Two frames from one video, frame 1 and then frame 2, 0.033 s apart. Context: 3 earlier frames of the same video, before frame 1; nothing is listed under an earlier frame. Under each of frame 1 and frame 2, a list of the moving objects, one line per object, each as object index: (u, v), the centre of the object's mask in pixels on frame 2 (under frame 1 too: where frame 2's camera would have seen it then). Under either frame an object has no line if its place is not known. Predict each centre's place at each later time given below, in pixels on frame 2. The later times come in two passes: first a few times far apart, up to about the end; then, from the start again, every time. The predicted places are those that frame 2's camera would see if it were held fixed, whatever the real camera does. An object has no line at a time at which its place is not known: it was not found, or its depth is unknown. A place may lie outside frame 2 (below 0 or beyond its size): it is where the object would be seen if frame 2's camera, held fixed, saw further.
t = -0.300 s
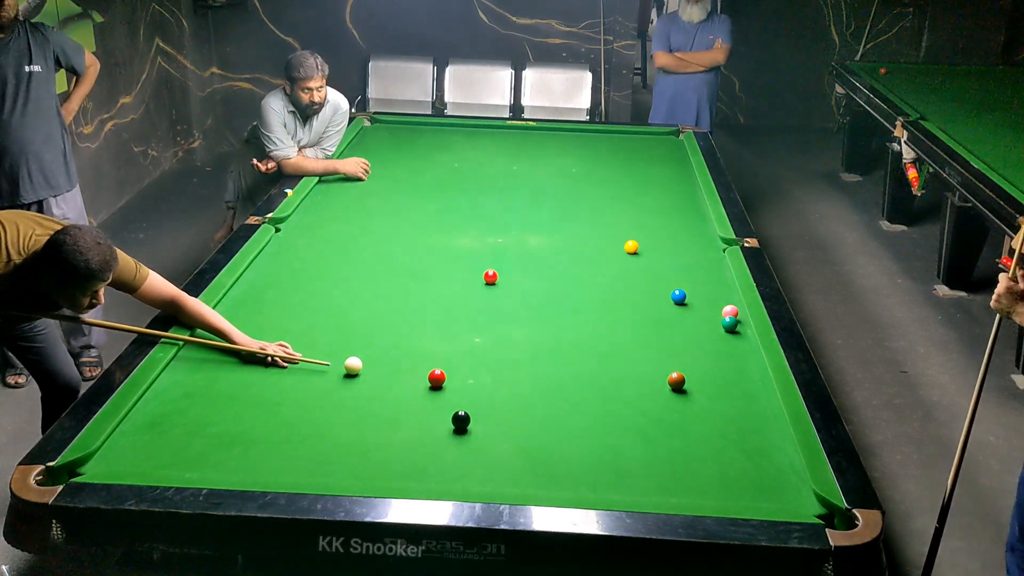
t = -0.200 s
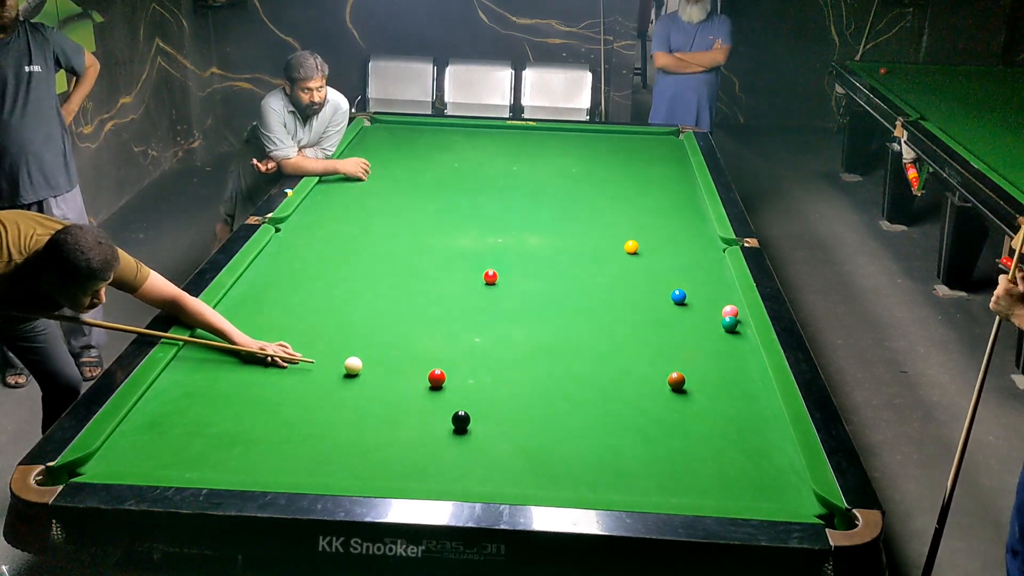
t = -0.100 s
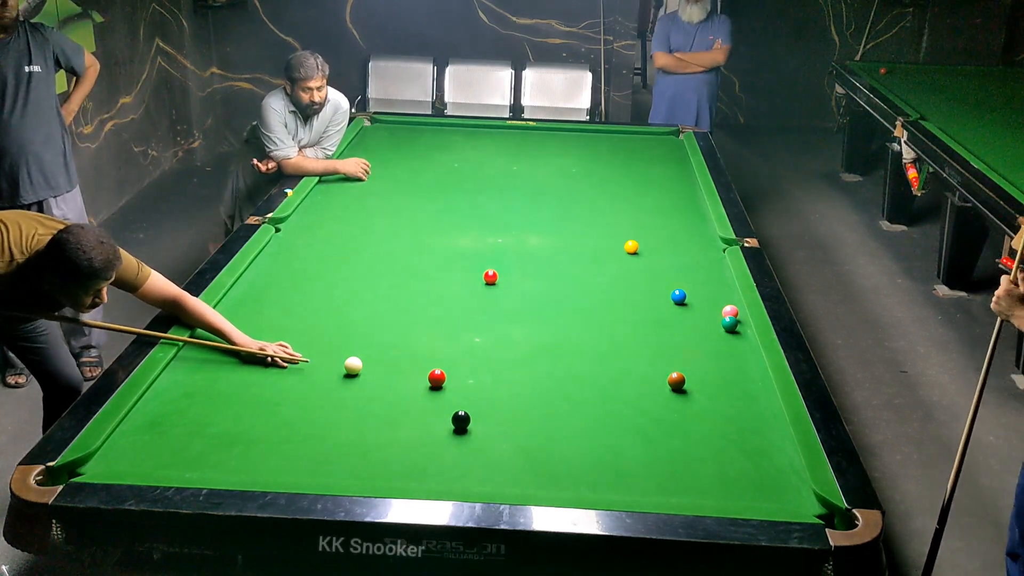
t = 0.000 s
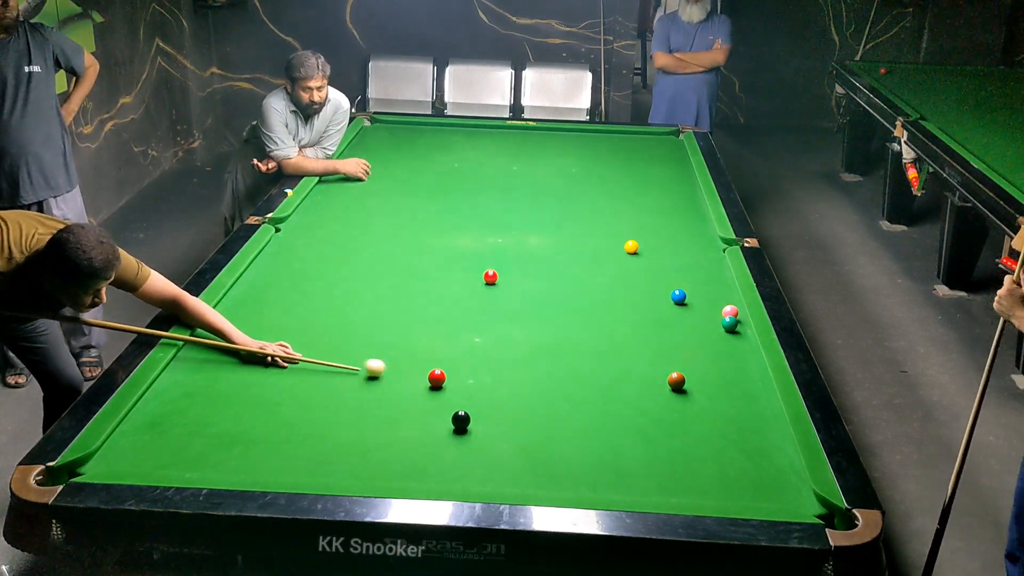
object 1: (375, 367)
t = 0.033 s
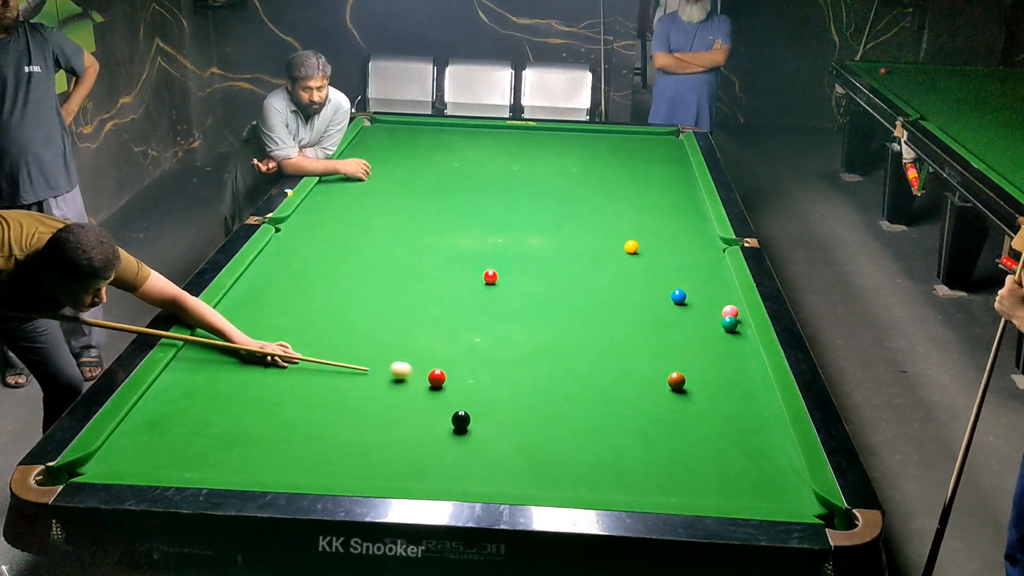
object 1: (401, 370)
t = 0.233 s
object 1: (436, 360)
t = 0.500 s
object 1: (449, 343)
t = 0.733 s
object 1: (459, 330)
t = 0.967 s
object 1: (468, 319)
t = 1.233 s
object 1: (478, 308)
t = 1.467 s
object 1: (486, 300)
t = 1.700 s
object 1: (493, 292)
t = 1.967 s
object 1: (501, 285)
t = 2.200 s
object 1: (506, 279)
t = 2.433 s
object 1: (511, 274)
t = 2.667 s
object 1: (515, 270)
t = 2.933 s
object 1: (519, 266)
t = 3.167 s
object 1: (521, 264)
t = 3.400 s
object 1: (523, 262)
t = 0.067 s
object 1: (424, 372)
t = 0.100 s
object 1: (428, 369)
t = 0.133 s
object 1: (431, 366)
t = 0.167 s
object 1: (433, 364)
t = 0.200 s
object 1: (434, 362)
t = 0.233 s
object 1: (436, 360)
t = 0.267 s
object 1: (438, 358)
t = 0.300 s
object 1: (440, 355)
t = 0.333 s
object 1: (441, 353)
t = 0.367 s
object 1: (443, 351)
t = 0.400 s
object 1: (444, 349)
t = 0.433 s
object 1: (446, 347)
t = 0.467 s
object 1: (447, 345)
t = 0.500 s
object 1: (449, 343)
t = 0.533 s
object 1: (450, 341)
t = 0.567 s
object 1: (452, 340)
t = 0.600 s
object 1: (453, 338)
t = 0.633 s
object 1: (455, 336)
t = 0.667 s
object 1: (456, 334)
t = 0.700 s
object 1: (458, 332)
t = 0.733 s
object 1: (459, 330)
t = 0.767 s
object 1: (461, 329)
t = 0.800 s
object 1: (462, 327)
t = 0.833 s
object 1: (463, 325)
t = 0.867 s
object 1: (465, 324)
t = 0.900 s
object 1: (466, 322)
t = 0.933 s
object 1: (467, 321)
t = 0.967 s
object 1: (468, 319)
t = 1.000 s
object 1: (470, 318)
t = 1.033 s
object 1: (471, 316)
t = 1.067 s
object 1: (472, 315)
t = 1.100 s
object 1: (473, 314)
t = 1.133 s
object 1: (475, 312)
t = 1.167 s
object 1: (476, 311)
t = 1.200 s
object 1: (477, 310)
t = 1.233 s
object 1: (478, 308)
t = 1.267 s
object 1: (479, 307)
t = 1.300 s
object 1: (480, 306)
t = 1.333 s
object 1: (481, 305)
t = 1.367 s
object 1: (482, 303)
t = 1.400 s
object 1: (484, 302)
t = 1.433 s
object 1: (485, 301)
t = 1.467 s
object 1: (486, 300)
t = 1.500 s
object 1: (487, 299)
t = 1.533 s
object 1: (488, 298)
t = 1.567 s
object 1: (489, 297)
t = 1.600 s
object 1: (490, 295)
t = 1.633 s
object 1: (491, 294)
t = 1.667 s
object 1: (492, 293)
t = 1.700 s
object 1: (493, 292)
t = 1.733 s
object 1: (494, 292)
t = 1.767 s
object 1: (495, 290)
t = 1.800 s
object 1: (496, 289)
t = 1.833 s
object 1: (497, 288)
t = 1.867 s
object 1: (498, 287)
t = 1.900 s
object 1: (499, 287)
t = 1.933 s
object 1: (500, 286)
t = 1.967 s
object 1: (501, 285)
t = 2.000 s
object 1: (501, 284)
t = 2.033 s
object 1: (502, 283)
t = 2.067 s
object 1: (503, 282)
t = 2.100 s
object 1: (504, 282)
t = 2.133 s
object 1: (505, 281)
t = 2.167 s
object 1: (505, 280)
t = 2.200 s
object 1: (506, 279)
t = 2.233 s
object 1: (507, 278)
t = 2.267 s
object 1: (508, 278)
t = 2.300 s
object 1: (508, 277)
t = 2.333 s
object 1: (509, 276)
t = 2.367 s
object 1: (510, 276)
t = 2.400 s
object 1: (510, 275)
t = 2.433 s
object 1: (511, 274)
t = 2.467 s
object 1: (511, 274)
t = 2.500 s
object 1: (512, 273)
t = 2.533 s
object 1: (513, 272)
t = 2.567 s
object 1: (513, 272)
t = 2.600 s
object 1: (514, 271)
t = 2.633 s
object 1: (514, 271)
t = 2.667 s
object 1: (515, 270)
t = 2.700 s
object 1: (515, 269)
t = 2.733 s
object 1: (516, 269)
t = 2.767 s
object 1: (517, 269)
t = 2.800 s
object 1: (517, 268)
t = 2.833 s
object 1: (518, 268)
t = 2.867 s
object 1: (518, 267)
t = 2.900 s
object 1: (519, 267)
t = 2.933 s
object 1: (519, 266)
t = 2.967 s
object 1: (519, 266)
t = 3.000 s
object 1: (520, 266)
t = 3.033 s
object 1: (520, 265)
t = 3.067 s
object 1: (521, 265)
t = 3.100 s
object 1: (521, 264)
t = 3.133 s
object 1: (521, 264)
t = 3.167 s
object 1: (521, 264)
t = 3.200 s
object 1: (522, 263)
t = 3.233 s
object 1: (522, 263)
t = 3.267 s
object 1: (522, 263)
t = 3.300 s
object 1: (523, 263)
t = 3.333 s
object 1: (523, 262)
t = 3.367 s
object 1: (523, 262)
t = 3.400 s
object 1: (523, 262)
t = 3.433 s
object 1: (524, 262)
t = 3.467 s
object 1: (524, 261)
